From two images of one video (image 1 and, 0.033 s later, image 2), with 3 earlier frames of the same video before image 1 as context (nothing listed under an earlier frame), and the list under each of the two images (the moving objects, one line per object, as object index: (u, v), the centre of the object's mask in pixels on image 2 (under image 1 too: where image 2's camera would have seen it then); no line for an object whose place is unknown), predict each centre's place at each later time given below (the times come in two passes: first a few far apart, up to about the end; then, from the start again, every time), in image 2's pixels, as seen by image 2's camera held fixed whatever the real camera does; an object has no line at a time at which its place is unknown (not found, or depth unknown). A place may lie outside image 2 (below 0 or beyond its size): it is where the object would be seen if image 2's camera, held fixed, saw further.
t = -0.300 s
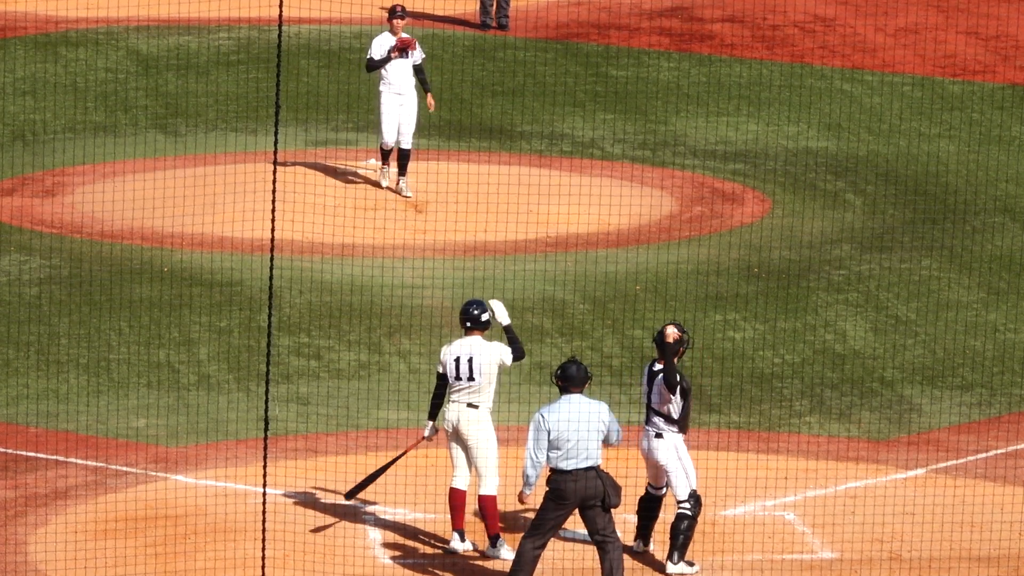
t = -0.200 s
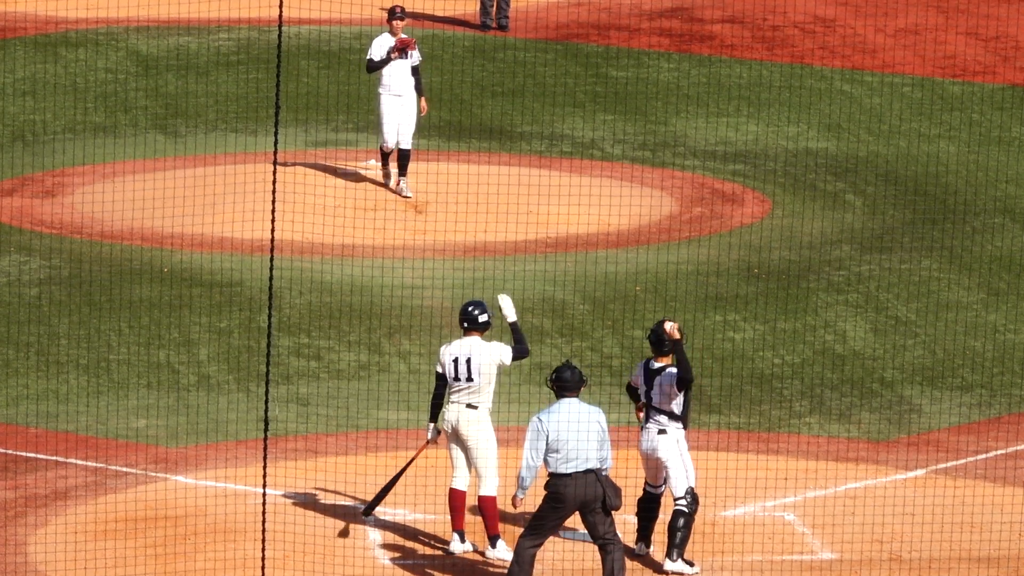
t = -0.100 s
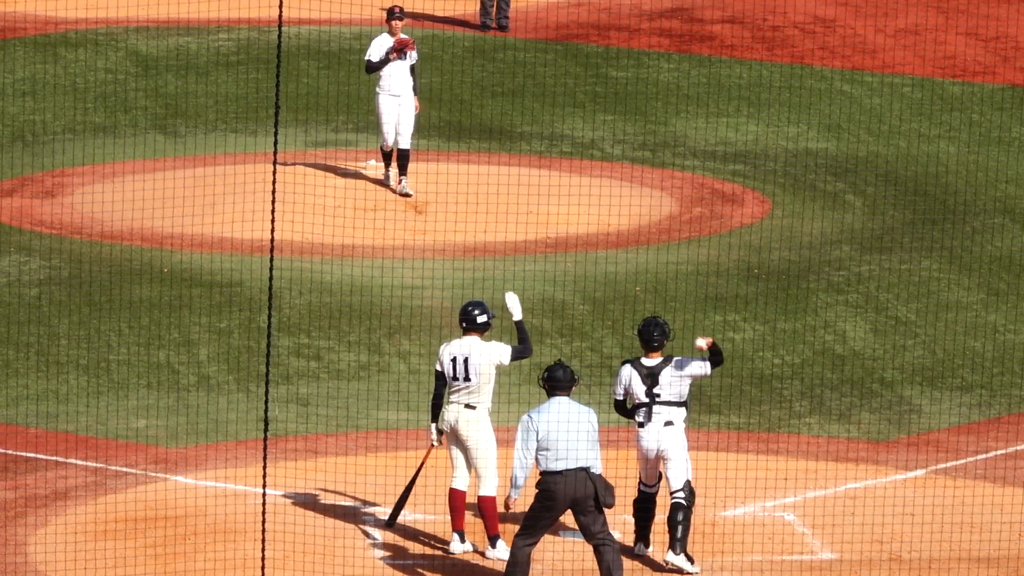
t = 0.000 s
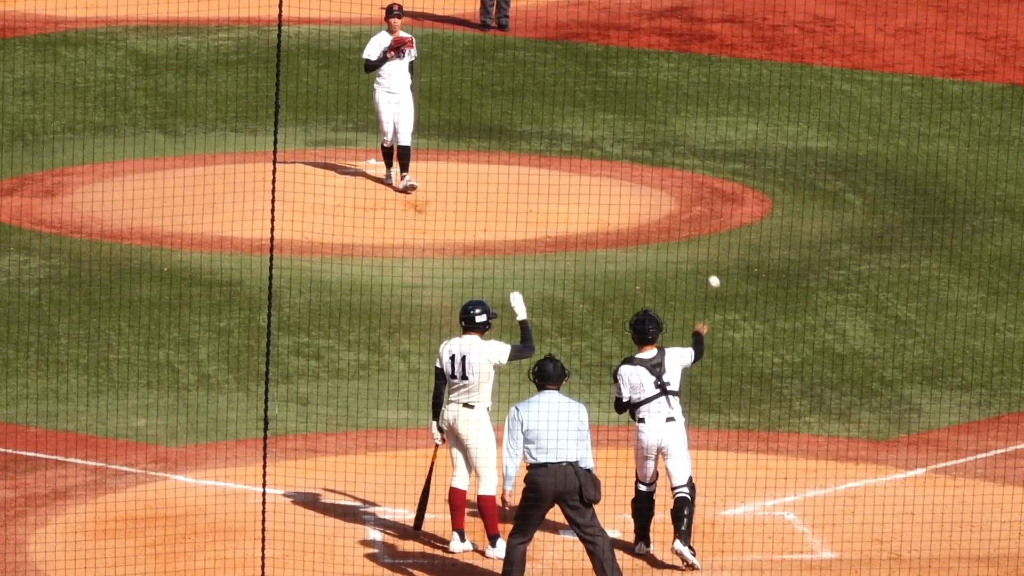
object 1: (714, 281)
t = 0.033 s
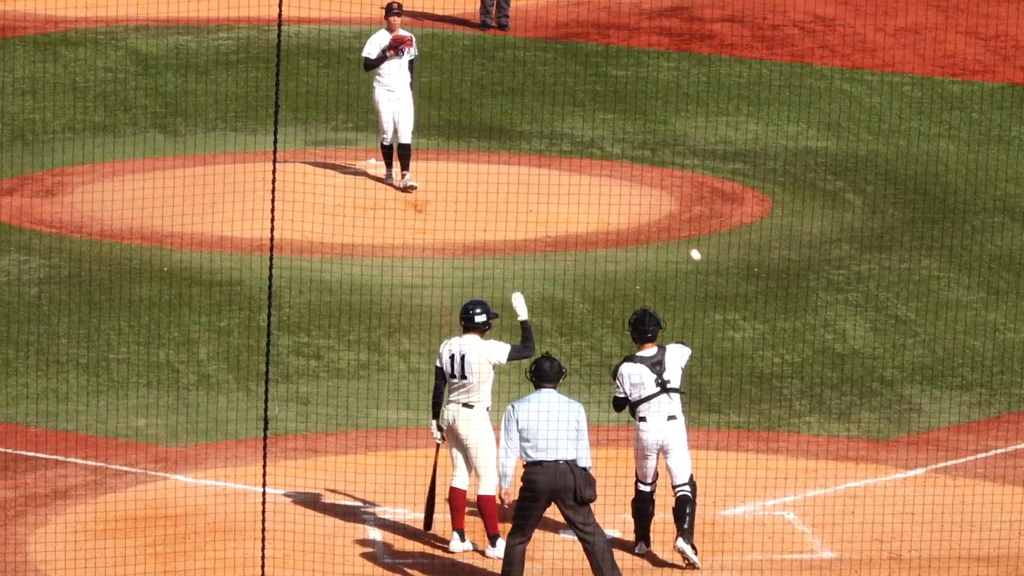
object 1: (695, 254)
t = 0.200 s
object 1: (610, 152)
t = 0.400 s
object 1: (527, 84)
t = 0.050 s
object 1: (686, 242)
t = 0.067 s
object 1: (676, 230)
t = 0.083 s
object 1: (668, 219)
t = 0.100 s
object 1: (659, 208)
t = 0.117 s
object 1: (650, 197)
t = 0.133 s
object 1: (642, 188)
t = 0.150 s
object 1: (634, 178)
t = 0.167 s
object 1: (626, 169)
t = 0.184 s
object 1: (618, 160)
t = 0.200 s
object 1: (610, 152)
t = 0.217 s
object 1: (603, 145)
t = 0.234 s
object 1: (595, 137)
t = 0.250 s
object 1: (587, 130)
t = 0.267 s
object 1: (580, 123)
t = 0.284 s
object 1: (574, 117)
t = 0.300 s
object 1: (566, 112)
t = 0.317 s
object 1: (560, 106)
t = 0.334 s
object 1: (553, 101)
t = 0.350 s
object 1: (546, 97)
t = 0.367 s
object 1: (540, 92)
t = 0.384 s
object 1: (533, 88)
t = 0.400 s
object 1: (527, 84)
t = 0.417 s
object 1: (521, 81)
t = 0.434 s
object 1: (515, 78)
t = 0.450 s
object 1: (508, 75)
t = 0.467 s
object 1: (503, 73)
